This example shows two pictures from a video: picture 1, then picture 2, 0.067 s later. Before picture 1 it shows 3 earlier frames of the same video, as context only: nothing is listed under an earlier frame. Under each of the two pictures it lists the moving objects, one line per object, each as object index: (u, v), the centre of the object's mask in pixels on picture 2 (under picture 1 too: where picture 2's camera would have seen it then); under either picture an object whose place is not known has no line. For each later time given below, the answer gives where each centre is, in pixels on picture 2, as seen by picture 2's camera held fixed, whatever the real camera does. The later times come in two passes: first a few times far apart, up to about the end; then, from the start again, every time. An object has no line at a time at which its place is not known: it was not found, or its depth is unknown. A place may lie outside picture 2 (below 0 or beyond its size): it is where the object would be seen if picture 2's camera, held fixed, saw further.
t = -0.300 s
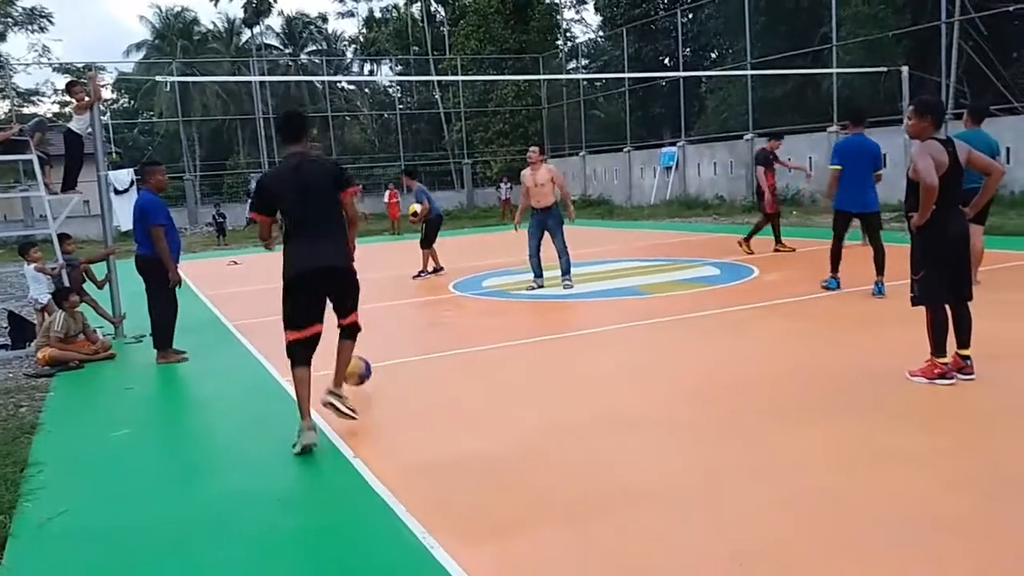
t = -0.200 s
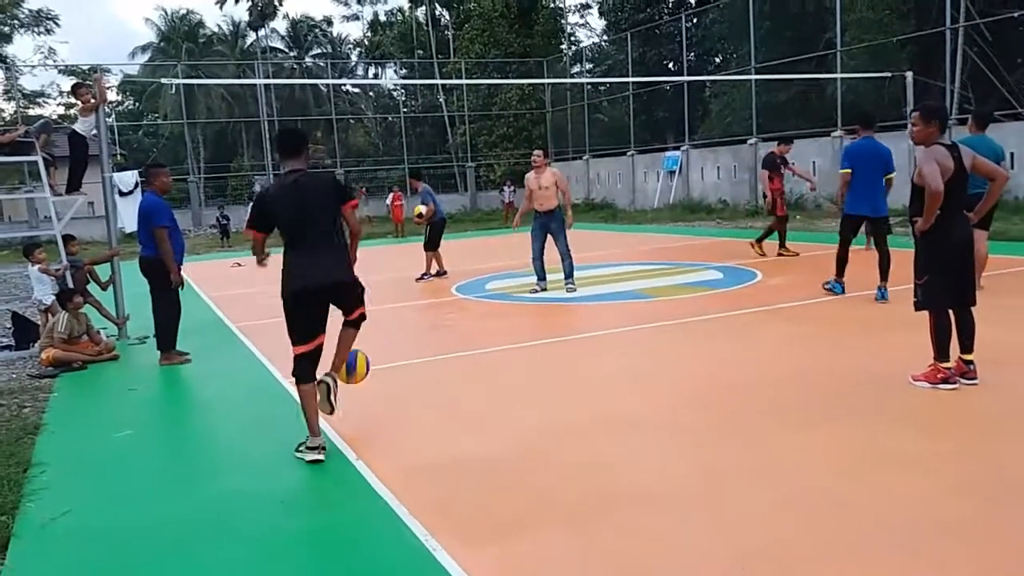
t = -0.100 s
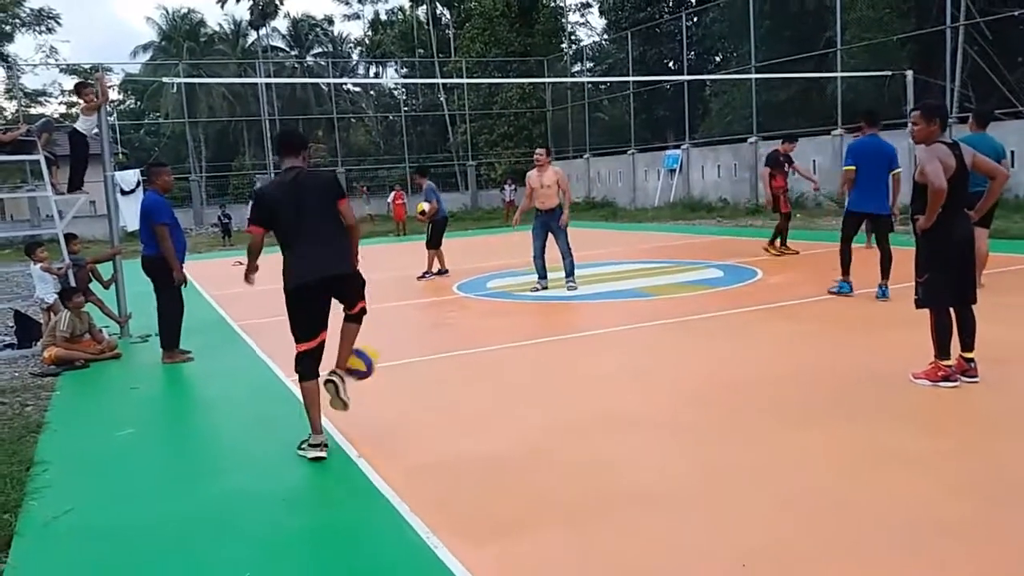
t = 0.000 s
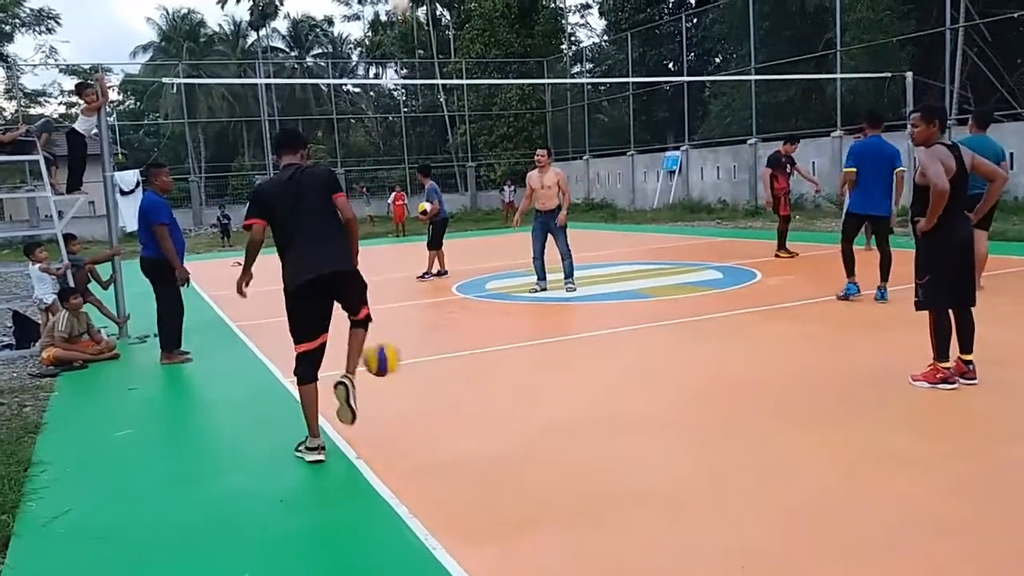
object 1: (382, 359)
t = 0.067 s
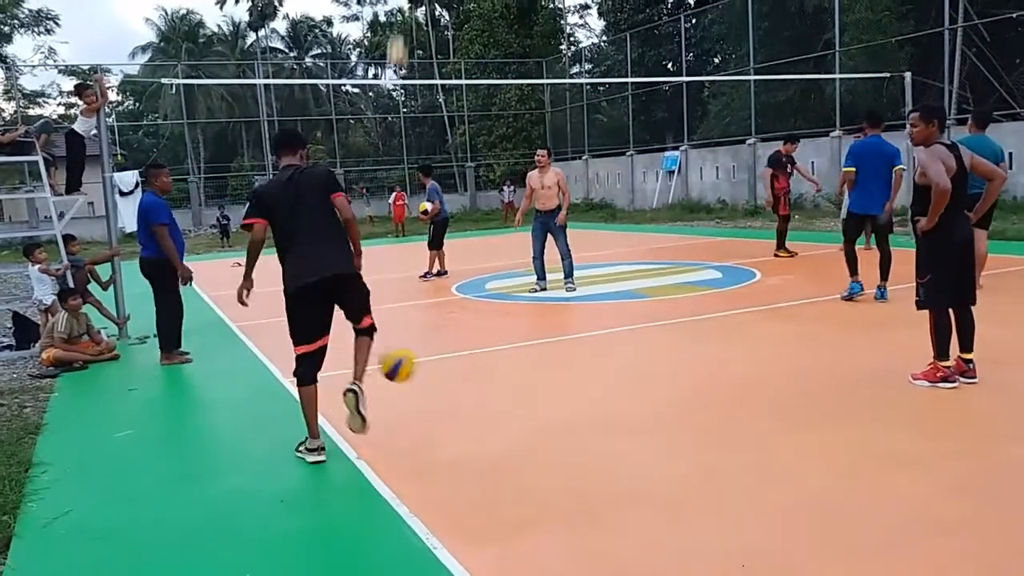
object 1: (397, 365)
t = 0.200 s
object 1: (432, 397)
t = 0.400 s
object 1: (472, 360)
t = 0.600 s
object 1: (514, 388)
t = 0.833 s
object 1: (558, 360)
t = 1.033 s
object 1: (597, 368)
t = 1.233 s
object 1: (633, 366)
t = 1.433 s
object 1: (670, 358)
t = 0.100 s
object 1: (406, 370)
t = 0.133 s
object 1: (415, 377)
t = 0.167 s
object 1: (424, 386)
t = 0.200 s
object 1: (432, 397)
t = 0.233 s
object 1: (438, 387)
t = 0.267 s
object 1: (445, 378)
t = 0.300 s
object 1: (451, 371)
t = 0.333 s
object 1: (457, 365)
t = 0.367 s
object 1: (466, 362)
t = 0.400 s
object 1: (472, 360)
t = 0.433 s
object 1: (479, 360)
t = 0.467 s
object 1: (486, 361)
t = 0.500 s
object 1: (493, 365)
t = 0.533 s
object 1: (501, 371)
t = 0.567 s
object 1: (506, 378)
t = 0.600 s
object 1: (514, 388)
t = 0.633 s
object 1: (520, 384)
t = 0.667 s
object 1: (526, 375)
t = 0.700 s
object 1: (532, 369)
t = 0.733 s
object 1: (538, 364)
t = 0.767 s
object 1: (545, 362)
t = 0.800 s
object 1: (551, 359)
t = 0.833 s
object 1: (558, 360)
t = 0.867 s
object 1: (564, 361)
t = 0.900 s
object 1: (572, 364)
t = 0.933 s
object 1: (578, 369)
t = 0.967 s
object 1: (584, 380)
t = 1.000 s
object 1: (591, 373)
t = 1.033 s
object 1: (597, 368)
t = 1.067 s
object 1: (603, 363)
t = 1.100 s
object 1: (608, 360)
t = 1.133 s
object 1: (614, 359)
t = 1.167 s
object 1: (621, 360)
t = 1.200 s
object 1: (627, 363)
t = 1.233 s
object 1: (633, 366)
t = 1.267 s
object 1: (640, 372)
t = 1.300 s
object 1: (647, 369)
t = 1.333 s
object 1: (653, 364)
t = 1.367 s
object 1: (658, 360)
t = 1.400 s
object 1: (665, 358)
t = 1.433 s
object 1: (670, 358)
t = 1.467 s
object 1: (676, 359)
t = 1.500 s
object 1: (683, 362)
